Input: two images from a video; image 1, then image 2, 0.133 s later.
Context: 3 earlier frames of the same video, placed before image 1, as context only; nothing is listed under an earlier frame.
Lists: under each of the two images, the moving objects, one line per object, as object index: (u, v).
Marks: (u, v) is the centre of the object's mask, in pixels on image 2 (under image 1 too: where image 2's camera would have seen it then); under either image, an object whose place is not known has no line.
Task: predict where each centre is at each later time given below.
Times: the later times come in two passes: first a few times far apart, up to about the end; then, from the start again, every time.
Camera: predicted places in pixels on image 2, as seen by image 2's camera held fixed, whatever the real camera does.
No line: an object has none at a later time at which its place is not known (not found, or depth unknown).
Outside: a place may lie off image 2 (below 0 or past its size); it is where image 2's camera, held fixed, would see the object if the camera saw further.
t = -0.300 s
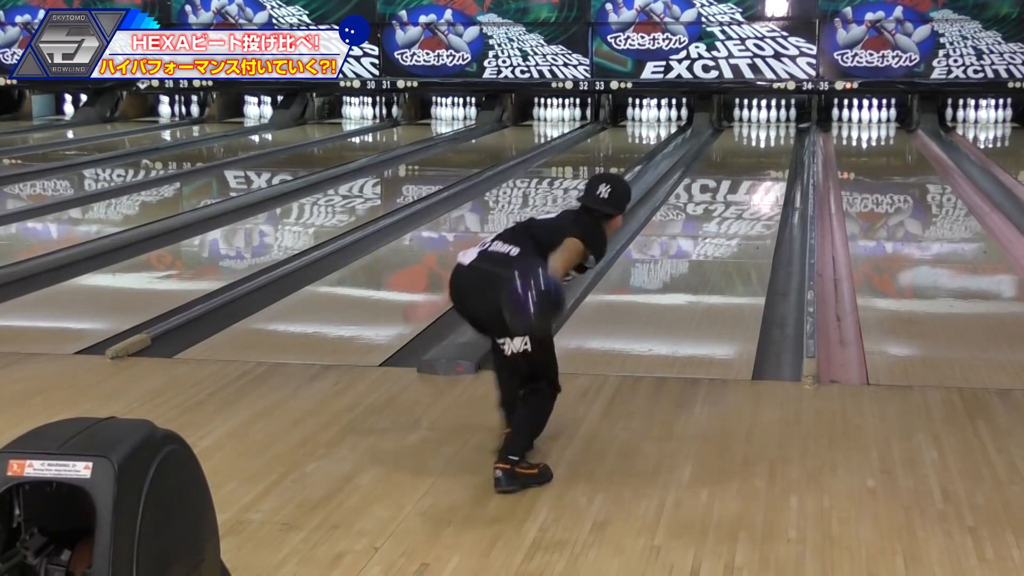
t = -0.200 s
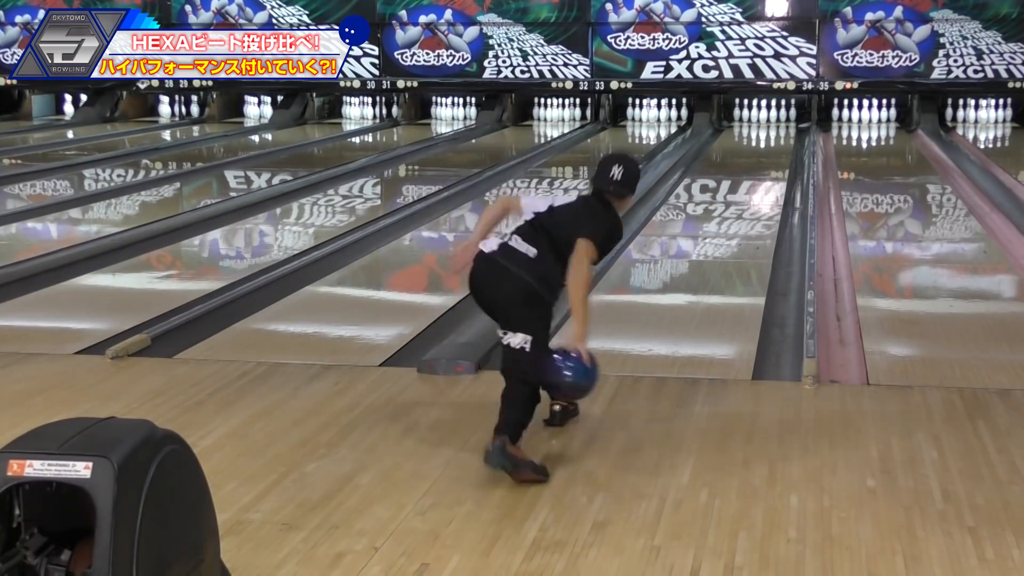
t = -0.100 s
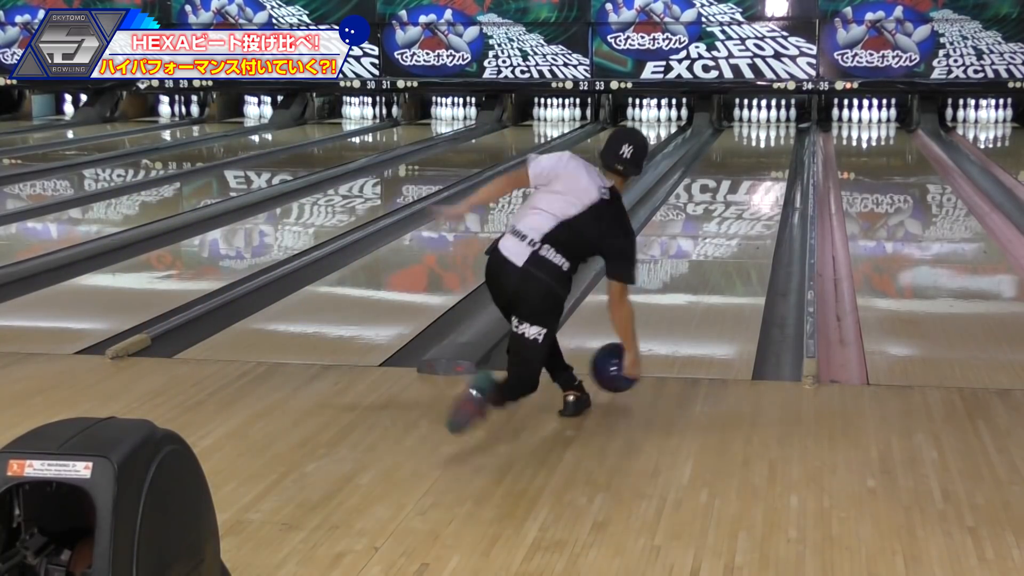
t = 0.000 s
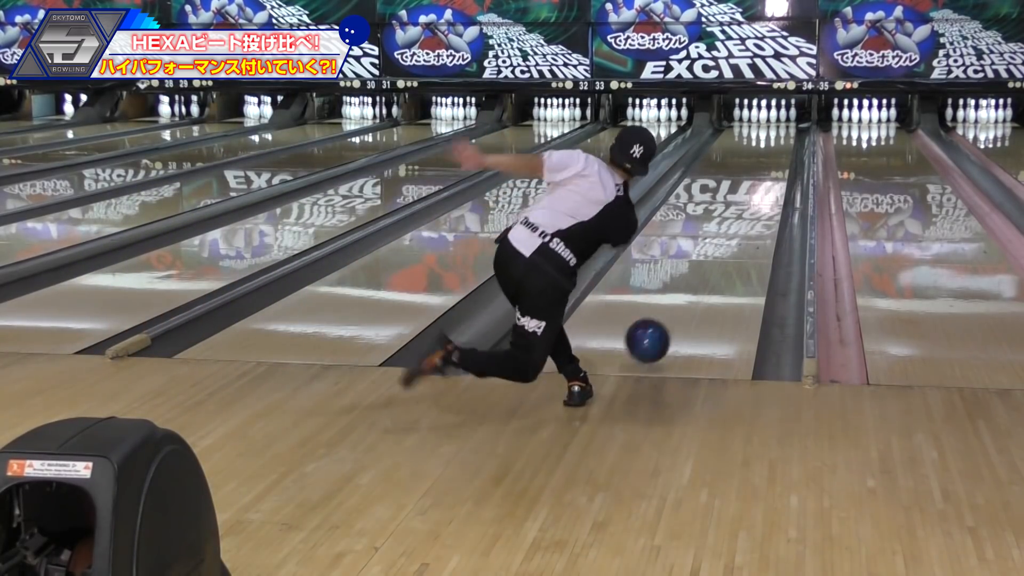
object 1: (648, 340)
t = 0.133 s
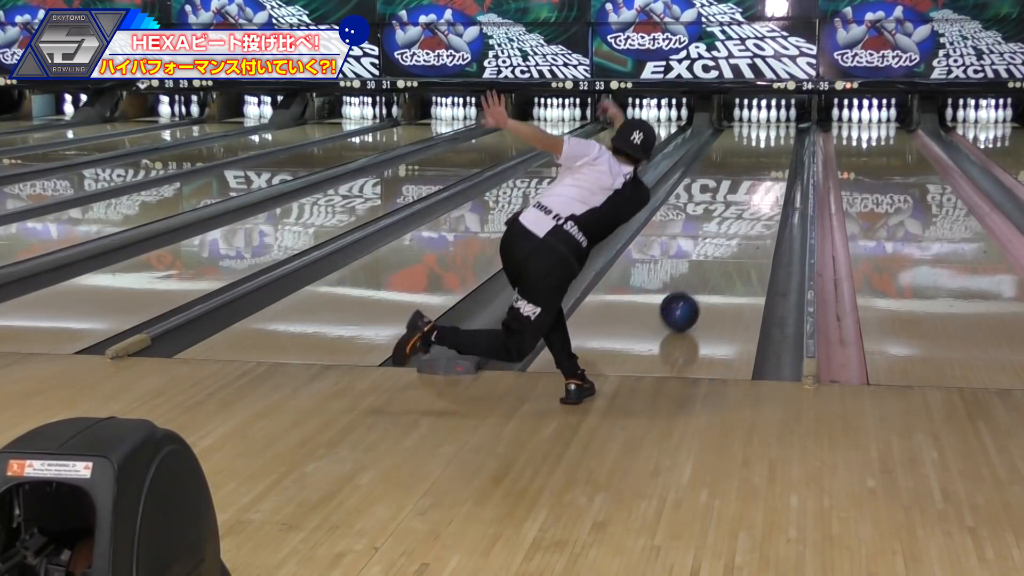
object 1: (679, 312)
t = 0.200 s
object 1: (693, 295)
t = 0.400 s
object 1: (724, 256)
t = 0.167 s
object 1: (686, 303)
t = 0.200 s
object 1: (693, 295)
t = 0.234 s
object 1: (699, 287)
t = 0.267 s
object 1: (704, 280)
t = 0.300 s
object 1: (710, 274)
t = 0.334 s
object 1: (715, 268)
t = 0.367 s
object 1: (719, 262)
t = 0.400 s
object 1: (724, 256)
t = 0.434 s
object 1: (728, 250)
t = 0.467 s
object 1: (732, 245)
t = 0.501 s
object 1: (736, 240)
